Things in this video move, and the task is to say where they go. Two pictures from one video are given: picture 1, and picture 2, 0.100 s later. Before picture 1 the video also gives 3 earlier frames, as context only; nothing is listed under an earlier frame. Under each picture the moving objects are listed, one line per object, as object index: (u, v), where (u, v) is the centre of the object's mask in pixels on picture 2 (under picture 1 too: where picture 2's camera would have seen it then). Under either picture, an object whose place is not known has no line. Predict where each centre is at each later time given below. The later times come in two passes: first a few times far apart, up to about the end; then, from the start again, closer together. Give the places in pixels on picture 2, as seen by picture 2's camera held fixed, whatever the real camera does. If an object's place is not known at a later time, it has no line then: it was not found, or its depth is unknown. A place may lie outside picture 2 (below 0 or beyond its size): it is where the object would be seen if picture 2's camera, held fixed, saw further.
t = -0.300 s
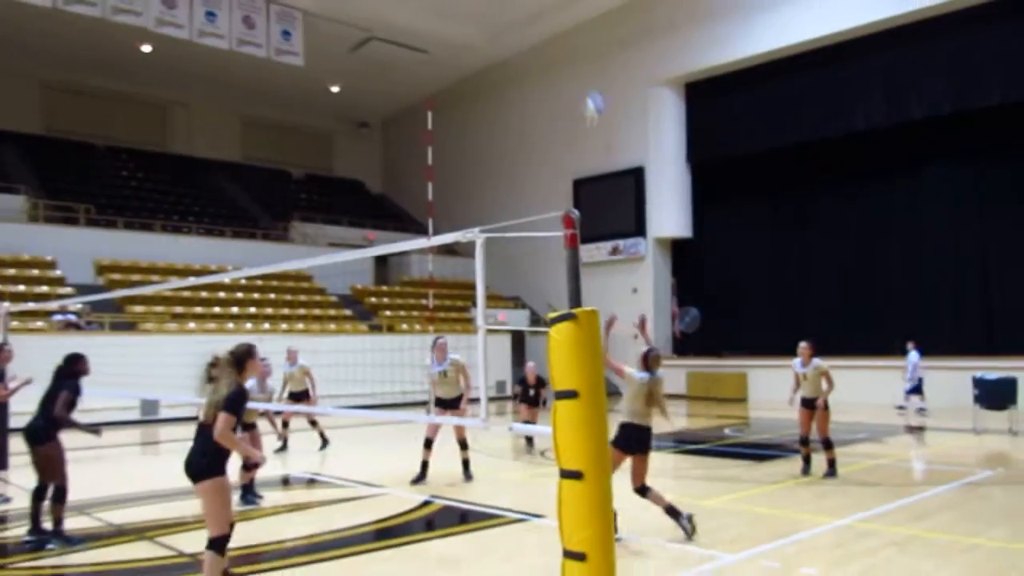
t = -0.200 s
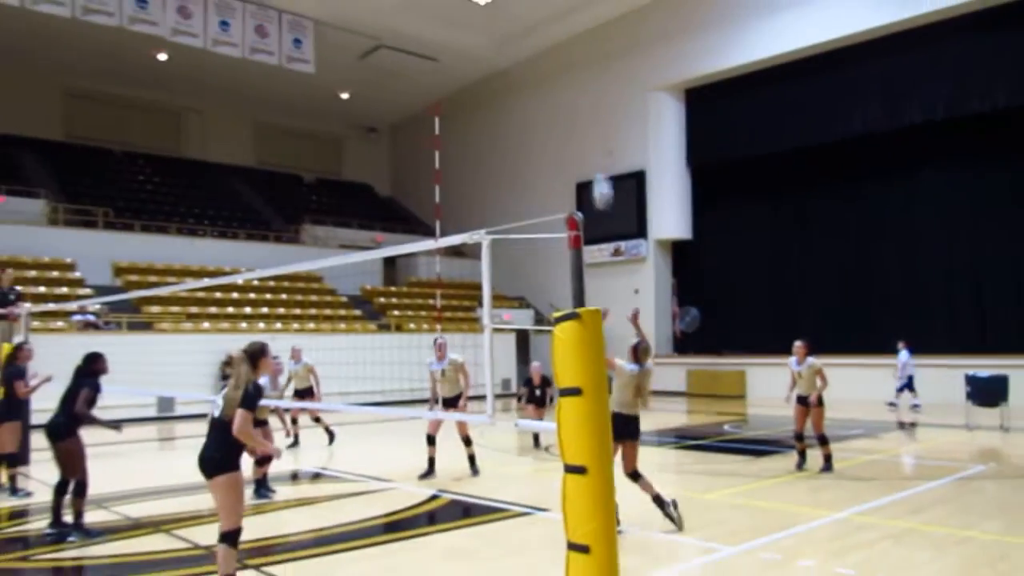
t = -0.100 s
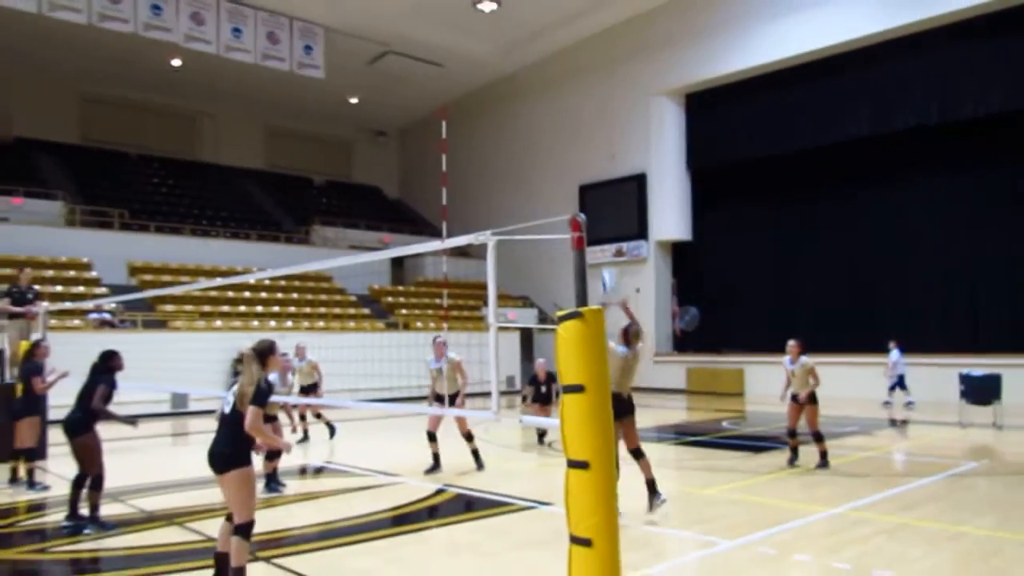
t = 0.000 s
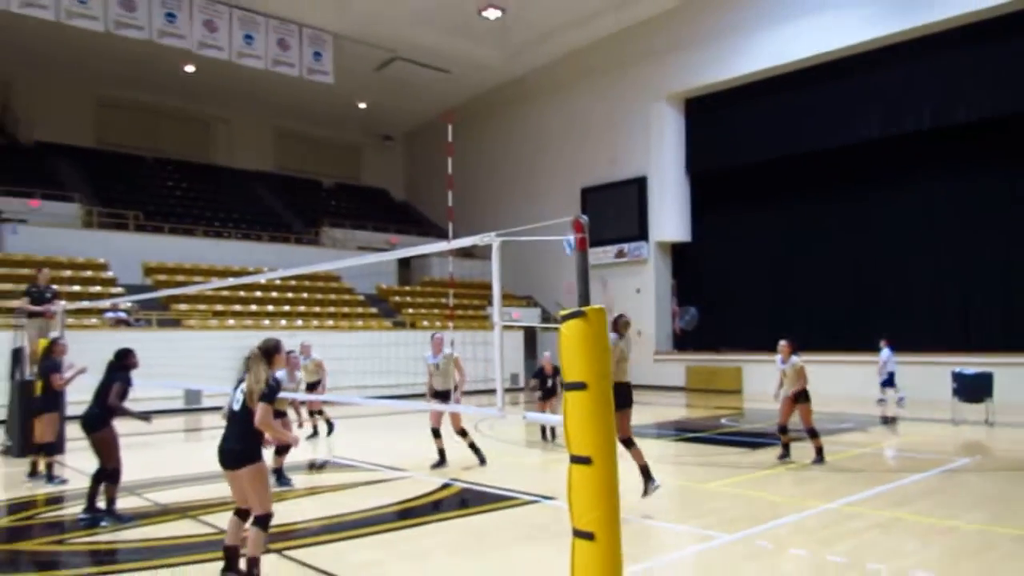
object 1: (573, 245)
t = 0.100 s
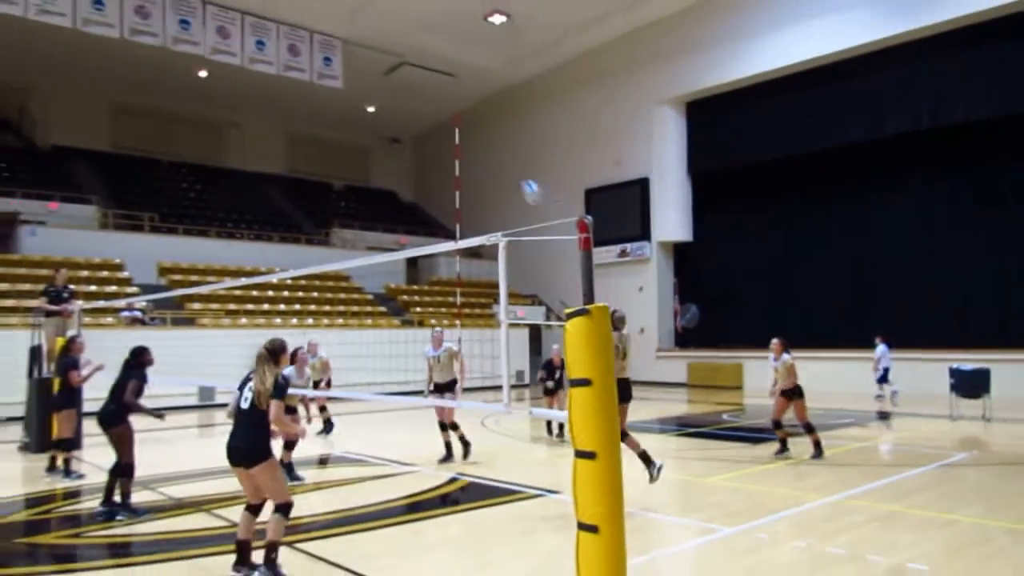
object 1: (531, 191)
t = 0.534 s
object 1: (378, 96)
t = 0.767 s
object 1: (322, 111)
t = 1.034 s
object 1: (270, 164)
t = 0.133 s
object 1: (519, 176)
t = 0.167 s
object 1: (505, 162)
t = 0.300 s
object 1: (453, 122)
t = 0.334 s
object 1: (442, 114)
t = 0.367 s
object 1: (430, 108)
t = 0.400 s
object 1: (420, 103)
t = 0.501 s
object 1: (388, 97)
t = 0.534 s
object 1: (378, 96)
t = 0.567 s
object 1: (370, 96)
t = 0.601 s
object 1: (361, 96)
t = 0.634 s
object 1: (353, 97)
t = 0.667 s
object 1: (345, 99)
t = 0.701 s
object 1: (337, 103)
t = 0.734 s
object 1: (330, 107)
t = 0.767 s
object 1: (322, 111)
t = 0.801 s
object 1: (315, 115)
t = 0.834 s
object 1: (308, 121)
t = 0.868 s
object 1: (301, 126)
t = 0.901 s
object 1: (294, 131)
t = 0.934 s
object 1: (288, 139)
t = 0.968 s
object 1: (282, 147)
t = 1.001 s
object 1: (276, 155)
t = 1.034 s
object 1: (270, 164)
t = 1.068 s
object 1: (265, 173)
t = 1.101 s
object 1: (259, 183)
